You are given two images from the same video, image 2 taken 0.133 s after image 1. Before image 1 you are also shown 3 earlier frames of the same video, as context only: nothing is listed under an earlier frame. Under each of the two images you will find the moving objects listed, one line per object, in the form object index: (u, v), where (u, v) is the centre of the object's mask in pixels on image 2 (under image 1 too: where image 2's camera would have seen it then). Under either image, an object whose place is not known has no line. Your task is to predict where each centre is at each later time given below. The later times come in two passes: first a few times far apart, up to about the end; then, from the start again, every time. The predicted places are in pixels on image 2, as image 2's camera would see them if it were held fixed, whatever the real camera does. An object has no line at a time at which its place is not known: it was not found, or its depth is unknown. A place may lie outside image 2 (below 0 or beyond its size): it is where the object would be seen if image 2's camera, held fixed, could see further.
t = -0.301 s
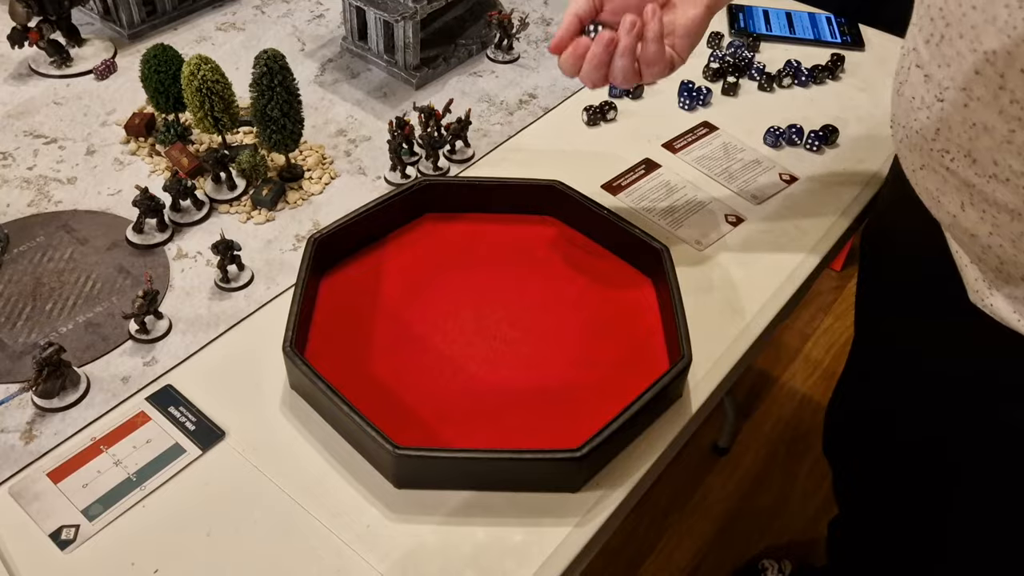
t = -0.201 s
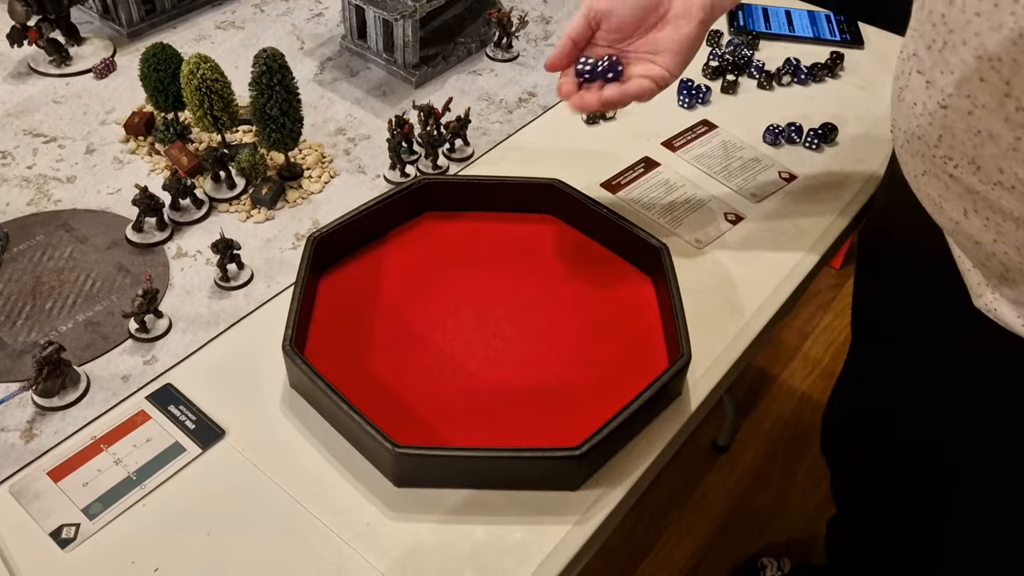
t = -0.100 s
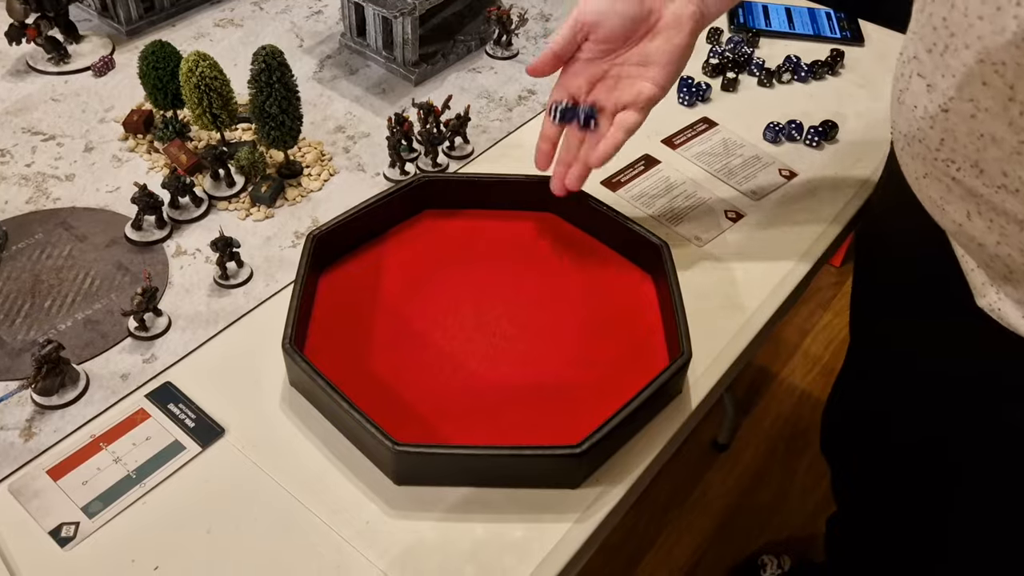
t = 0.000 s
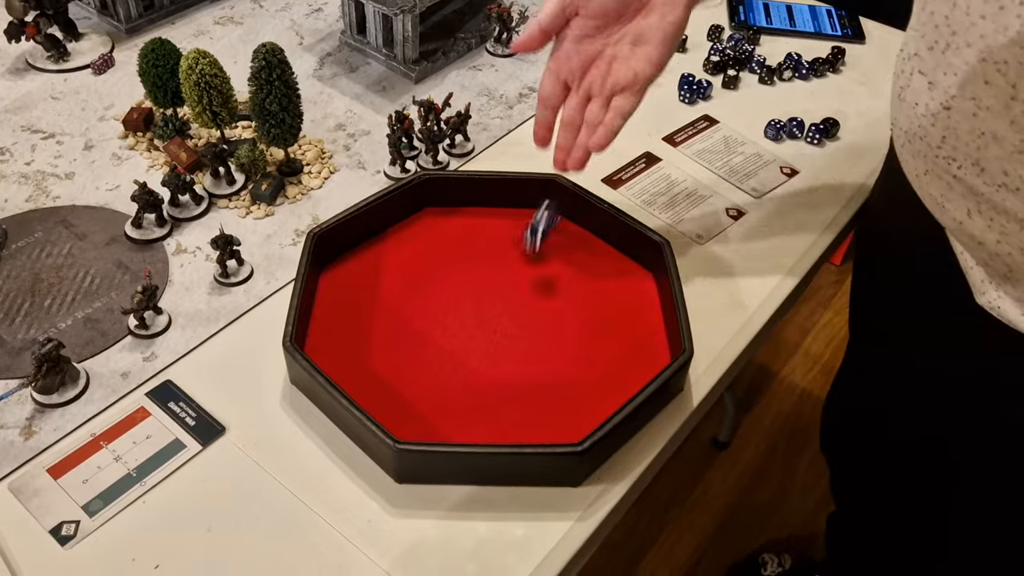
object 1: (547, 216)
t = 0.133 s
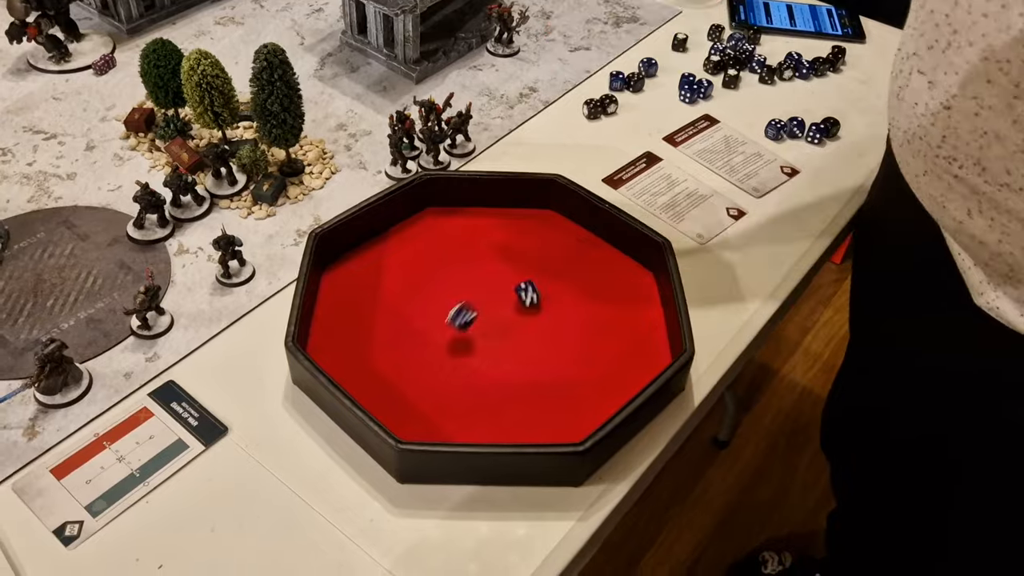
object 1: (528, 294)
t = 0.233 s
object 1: (542, 333)
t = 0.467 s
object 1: (516, 378)
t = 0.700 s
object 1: (509, 380)
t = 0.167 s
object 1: (532, 308)
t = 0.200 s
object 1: (538, 319)
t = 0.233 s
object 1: (542, 333)
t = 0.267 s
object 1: (542, 342)
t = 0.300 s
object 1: (541, 349)
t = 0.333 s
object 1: (537, 356)
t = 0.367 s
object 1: (533, 362)
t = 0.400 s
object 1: (528, 368)
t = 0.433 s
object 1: (522, 372)
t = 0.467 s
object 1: (516, 378)
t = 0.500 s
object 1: (511, 384)
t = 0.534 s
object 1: (510, 386)
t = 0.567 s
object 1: (509, 386)
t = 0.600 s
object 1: (508, 384)
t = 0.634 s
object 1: (509, 380)
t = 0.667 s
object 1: (509, 380)
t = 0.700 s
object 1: (509, 380)
